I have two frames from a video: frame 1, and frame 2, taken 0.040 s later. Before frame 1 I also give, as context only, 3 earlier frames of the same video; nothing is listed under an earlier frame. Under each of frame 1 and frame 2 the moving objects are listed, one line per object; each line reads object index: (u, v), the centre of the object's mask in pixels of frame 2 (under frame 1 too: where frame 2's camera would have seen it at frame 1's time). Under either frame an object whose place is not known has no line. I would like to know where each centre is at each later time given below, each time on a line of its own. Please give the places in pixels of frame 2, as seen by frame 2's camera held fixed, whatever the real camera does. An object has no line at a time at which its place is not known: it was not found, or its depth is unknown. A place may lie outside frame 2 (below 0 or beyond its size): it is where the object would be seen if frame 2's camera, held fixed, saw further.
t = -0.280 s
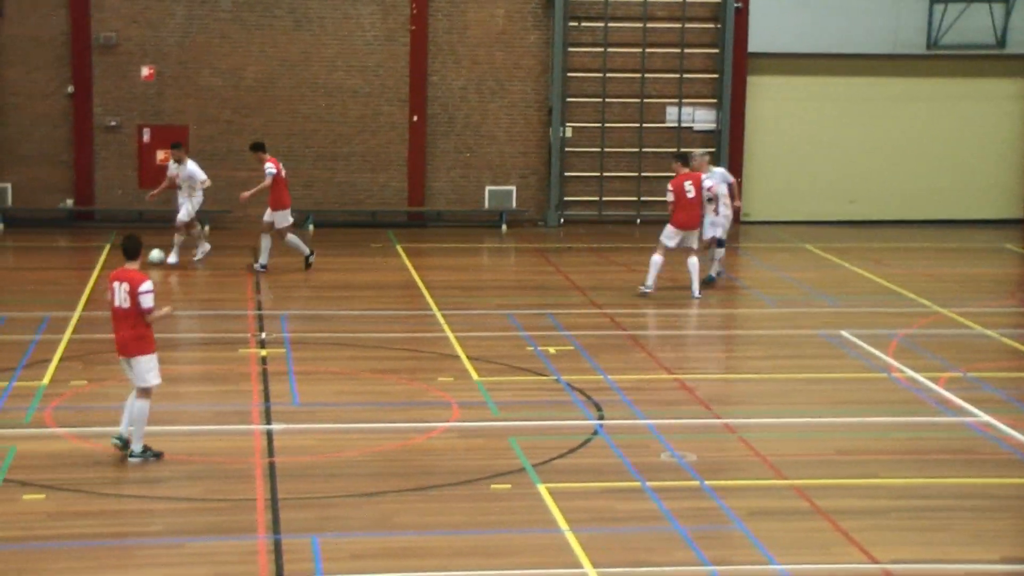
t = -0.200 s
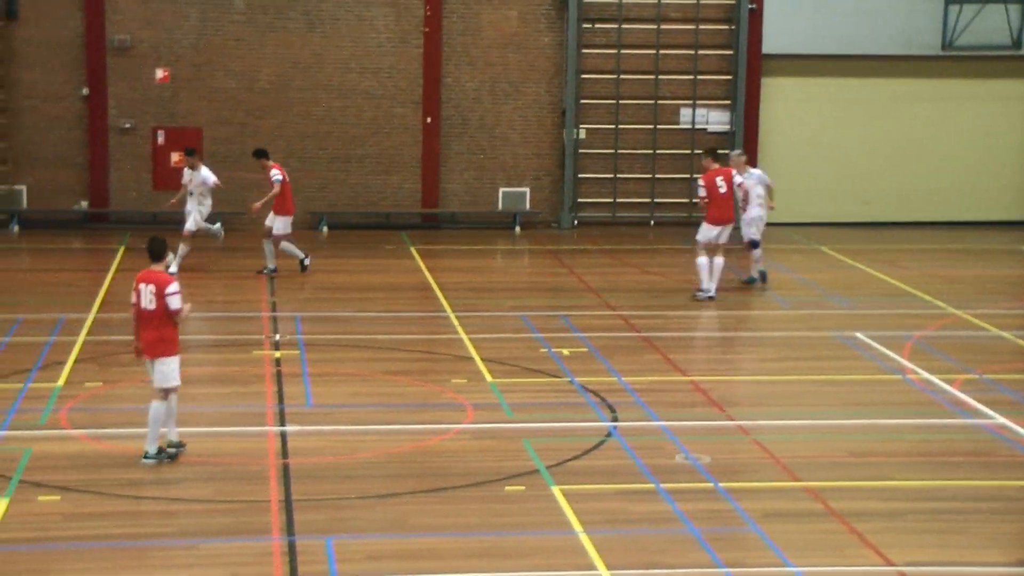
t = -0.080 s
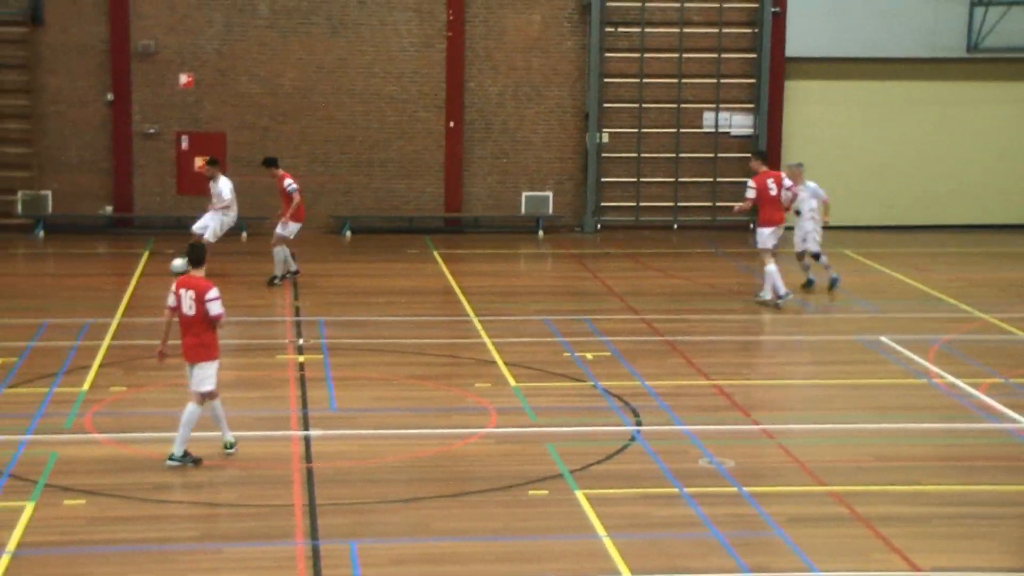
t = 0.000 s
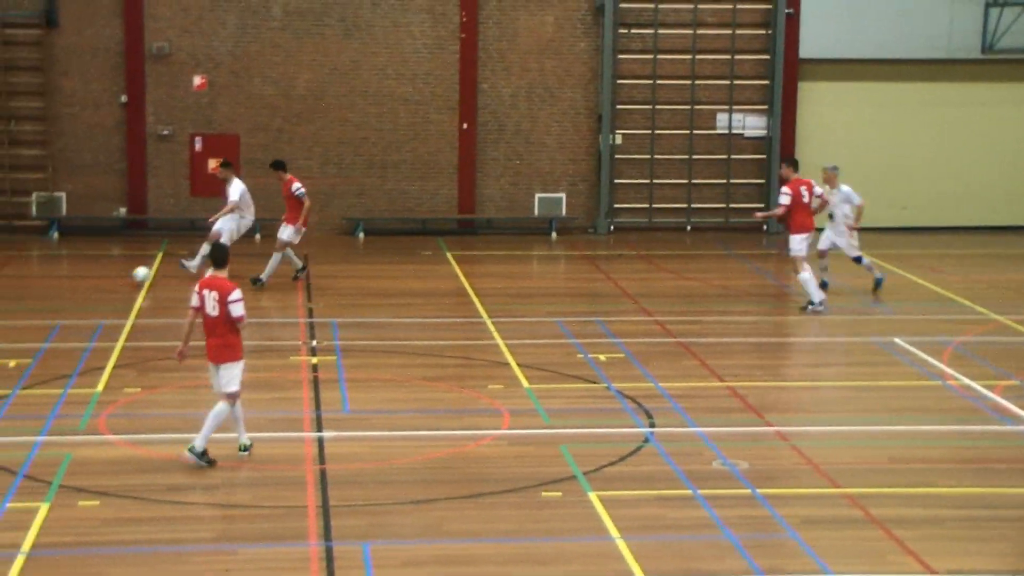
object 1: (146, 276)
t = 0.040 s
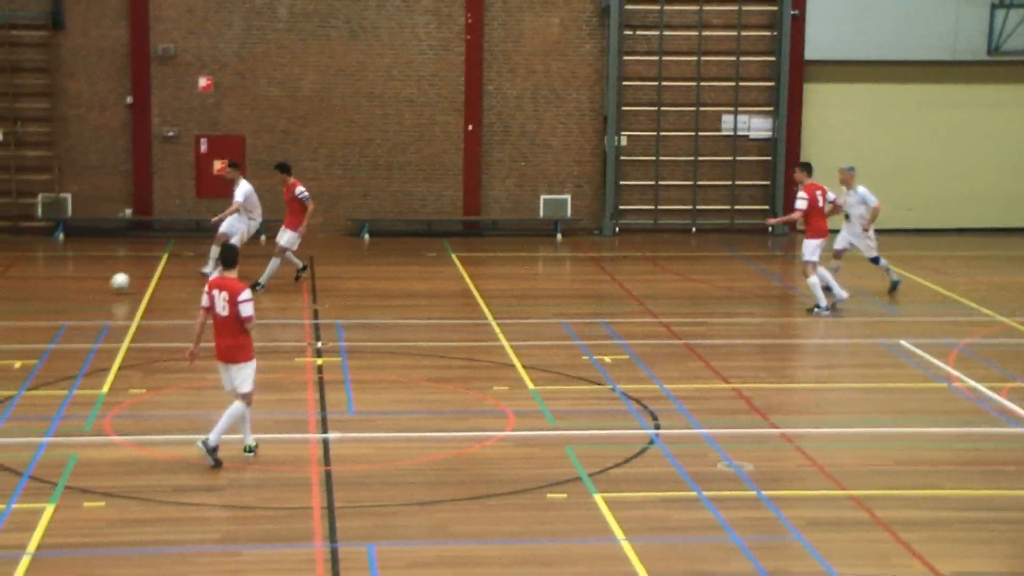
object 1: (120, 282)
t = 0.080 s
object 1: (92, 290)
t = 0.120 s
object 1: (64, 300)
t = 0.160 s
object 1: (37, 306)
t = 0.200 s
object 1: (9, 312)
